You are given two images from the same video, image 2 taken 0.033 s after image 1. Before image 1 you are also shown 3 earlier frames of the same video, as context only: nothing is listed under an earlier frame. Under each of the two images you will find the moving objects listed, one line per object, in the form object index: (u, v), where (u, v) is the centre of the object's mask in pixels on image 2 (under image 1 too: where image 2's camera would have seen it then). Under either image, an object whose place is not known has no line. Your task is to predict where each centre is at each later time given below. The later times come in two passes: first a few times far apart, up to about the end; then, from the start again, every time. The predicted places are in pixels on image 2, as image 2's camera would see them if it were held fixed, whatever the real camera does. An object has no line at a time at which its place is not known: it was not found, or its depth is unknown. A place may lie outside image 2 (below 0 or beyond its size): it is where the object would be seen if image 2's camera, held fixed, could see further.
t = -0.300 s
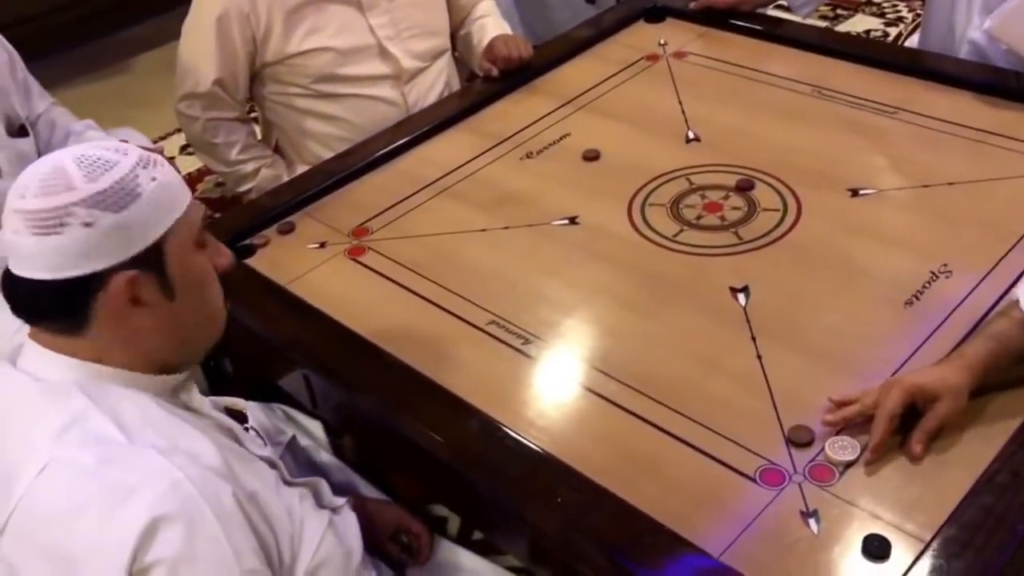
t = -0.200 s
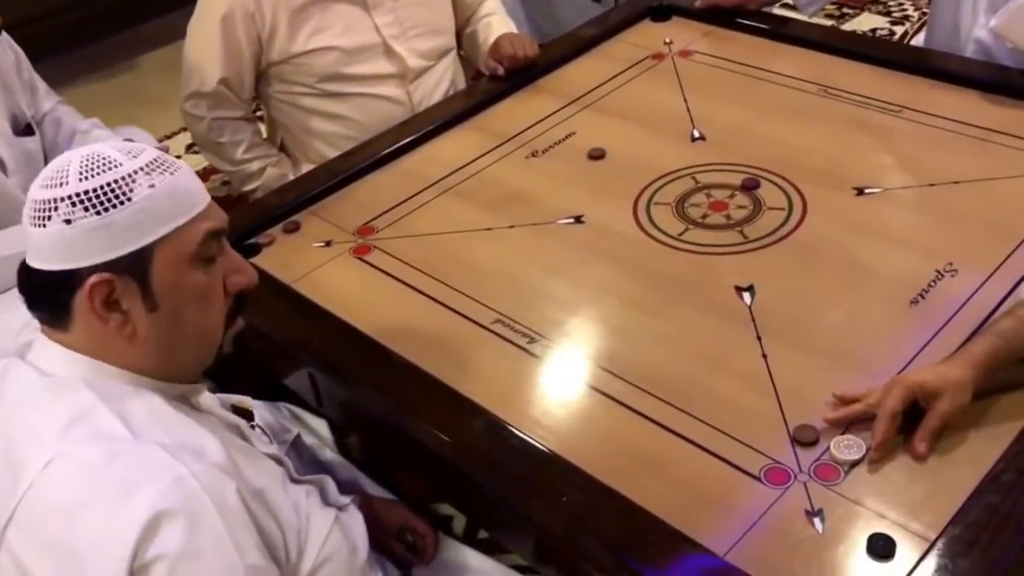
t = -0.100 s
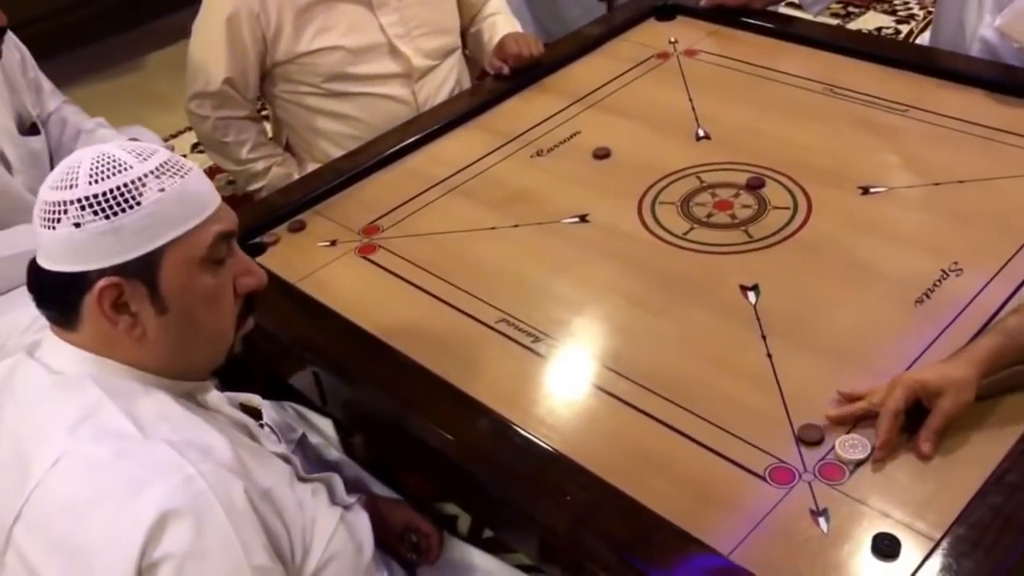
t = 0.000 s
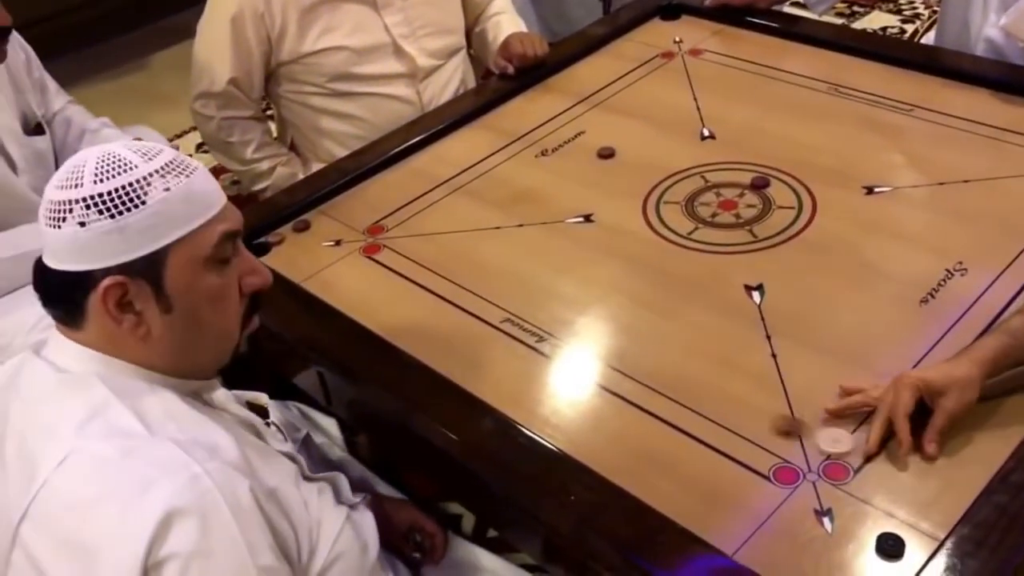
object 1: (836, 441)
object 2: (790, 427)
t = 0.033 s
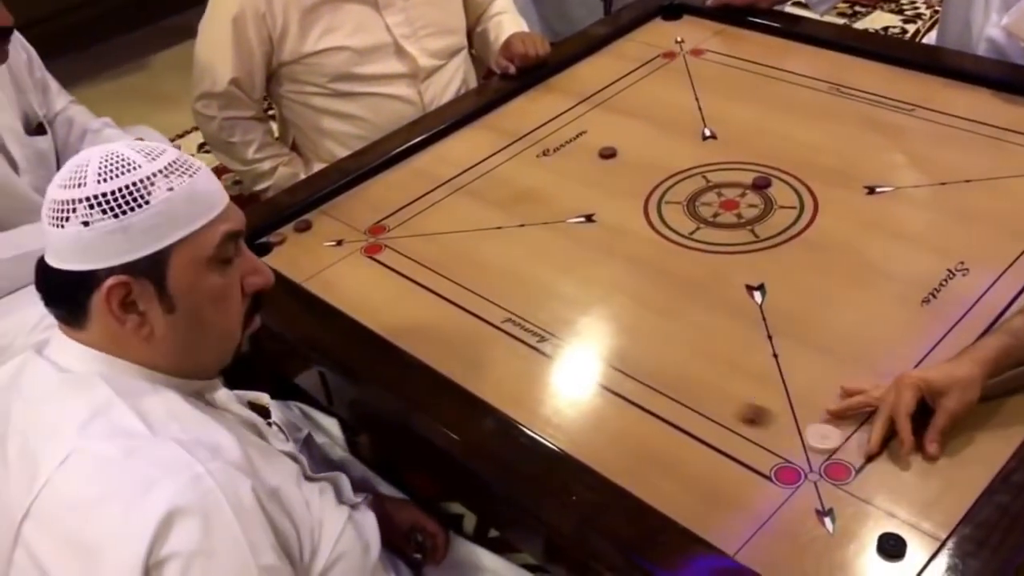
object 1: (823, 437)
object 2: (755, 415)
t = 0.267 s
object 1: (746, 414)
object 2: (549, 347)
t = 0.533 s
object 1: (700, 399)
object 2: (397, 296)
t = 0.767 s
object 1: (686, 394)
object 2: (312, 265)
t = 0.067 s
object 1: (811, 434)
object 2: (721, 404)
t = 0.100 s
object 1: (799, 430)
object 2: (687, 392)
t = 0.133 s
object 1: (787, 426)
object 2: (657, 382)
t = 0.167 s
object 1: (776, 423)
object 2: (626, 372)
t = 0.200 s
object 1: (766, 420)
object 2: (601, 364)
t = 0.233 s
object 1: (756, 417)
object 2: (572, 355)
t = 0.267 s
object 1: (746, 414)
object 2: (549, 347)
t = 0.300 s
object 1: (738, 411)
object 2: (527, 340)
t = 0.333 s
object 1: (731, 409)
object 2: (504, 332)
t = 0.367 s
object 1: (724, 407)
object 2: (484, 326)
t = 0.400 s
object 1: (718, 405)
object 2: (463, 320)
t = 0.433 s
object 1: (713, 403)
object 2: (446, 313)
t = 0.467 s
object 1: (708, 401)
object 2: (429, 307)
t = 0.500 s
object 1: (703, 400)
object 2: (412, 301)
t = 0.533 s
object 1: (700, 399)
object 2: (397, 296)
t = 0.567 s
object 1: (697, 397)
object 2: (382, 290)
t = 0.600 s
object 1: (694, 397)
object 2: (369, 286)
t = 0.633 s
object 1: (692, 396)
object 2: (356, 281)
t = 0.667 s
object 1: (690, 395)
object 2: (344, 277)
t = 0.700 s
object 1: (688, 395)
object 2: (333, 273)
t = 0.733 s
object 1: (687, 394)
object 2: (322, 269)
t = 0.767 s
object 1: (686, 394)
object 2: (312, 265)
